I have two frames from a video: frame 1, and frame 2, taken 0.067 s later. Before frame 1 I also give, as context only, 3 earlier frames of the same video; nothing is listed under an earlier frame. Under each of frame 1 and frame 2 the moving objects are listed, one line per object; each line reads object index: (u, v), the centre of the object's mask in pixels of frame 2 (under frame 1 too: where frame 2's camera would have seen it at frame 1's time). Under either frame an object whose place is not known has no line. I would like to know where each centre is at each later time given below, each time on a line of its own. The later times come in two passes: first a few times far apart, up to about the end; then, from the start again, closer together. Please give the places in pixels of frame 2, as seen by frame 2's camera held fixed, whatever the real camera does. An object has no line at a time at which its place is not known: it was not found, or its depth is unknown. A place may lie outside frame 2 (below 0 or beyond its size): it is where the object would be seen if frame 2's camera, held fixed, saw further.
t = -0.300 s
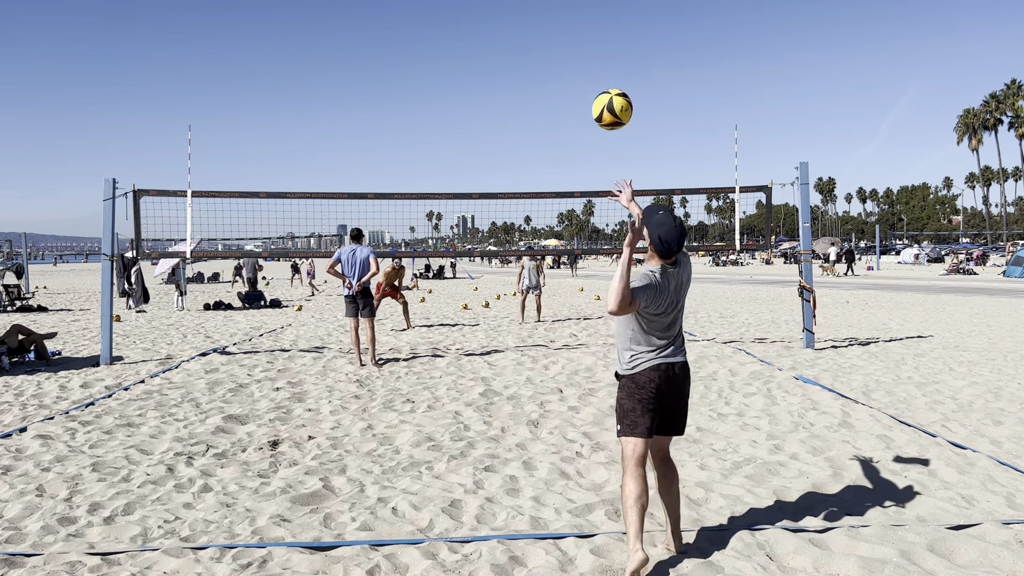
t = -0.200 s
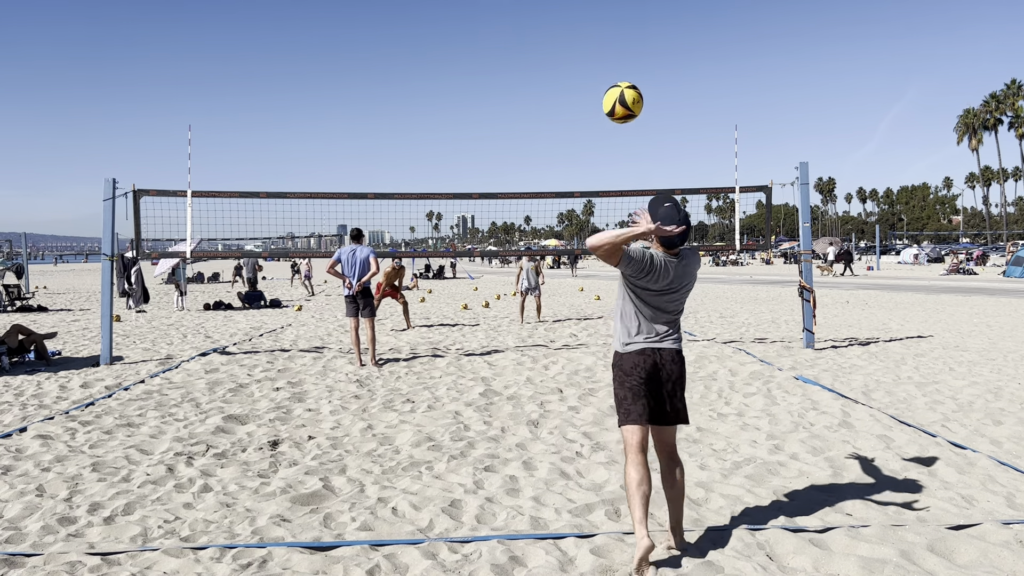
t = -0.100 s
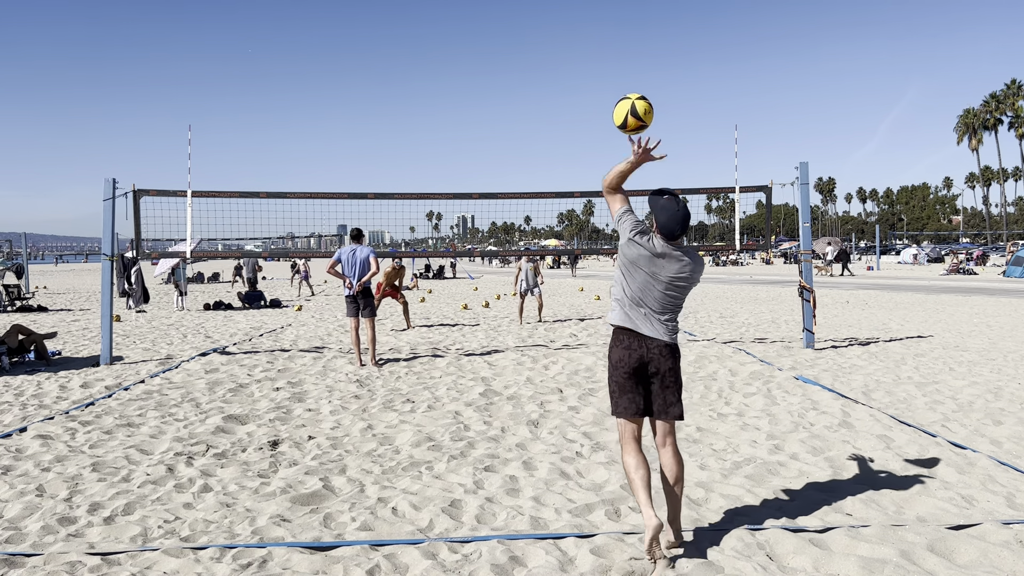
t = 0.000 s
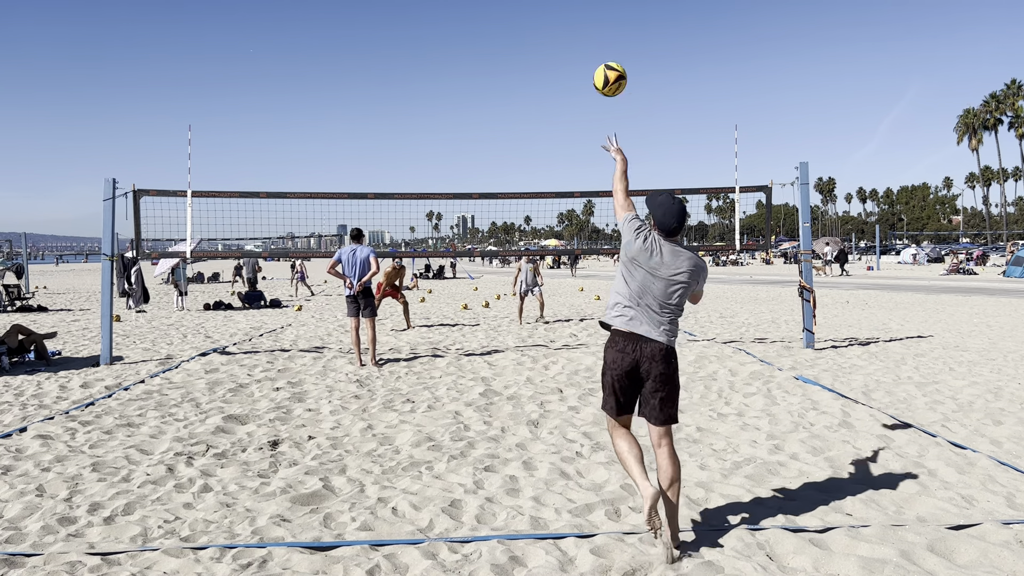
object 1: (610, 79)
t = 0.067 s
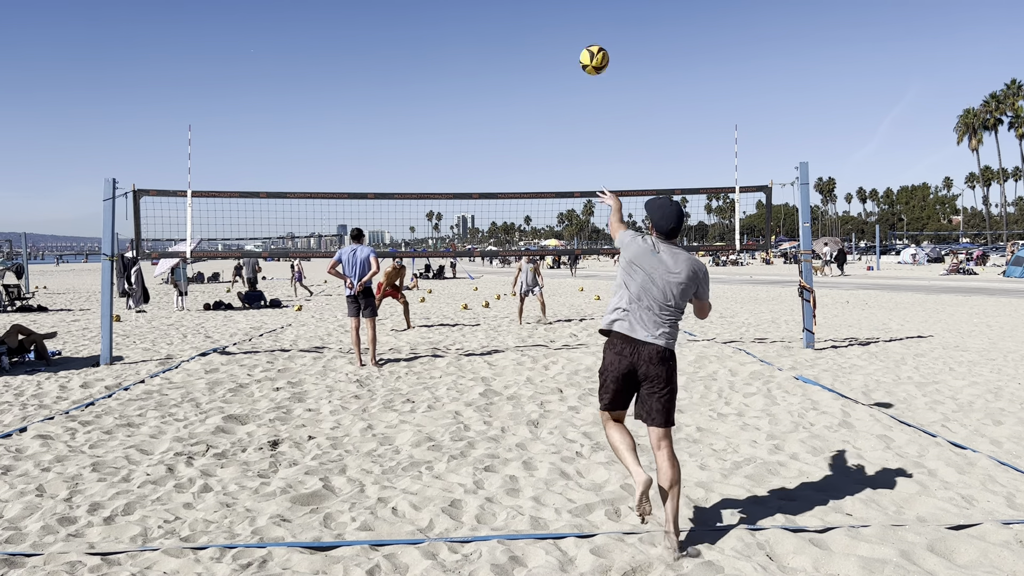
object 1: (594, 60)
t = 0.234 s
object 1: (565, 48)
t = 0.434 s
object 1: (545, 73)
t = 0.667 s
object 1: (532, 124)
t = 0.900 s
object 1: (522, 188)
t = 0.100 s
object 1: (587, 54)
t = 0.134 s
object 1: (581, 50)
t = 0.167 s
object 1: (575, 48)
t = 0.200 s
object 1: (570, 47)
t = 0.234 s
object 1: (565, 48)
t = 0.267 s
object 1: (561, 50)
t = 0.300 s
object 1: (557, 53)
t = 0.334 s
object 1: (554, 57)
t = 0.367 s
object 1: (551, 61)
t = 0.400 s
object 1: (548, 67)
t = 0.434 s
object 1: (545, 73)
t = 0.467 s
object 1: (543, 79)
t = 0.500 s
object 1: (540, 86)
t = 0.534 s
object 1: (538, 93)
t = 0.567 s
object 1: (536, 100)
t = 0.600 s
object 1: (535, 108)
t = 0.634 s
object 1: (533, 116)
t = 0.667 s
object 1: (532, 124)
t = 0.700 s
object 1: (530, 132)
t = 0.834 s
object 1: (525, 169)
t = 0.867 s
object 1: (523, 178)
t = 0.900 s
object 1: (522, 188)
